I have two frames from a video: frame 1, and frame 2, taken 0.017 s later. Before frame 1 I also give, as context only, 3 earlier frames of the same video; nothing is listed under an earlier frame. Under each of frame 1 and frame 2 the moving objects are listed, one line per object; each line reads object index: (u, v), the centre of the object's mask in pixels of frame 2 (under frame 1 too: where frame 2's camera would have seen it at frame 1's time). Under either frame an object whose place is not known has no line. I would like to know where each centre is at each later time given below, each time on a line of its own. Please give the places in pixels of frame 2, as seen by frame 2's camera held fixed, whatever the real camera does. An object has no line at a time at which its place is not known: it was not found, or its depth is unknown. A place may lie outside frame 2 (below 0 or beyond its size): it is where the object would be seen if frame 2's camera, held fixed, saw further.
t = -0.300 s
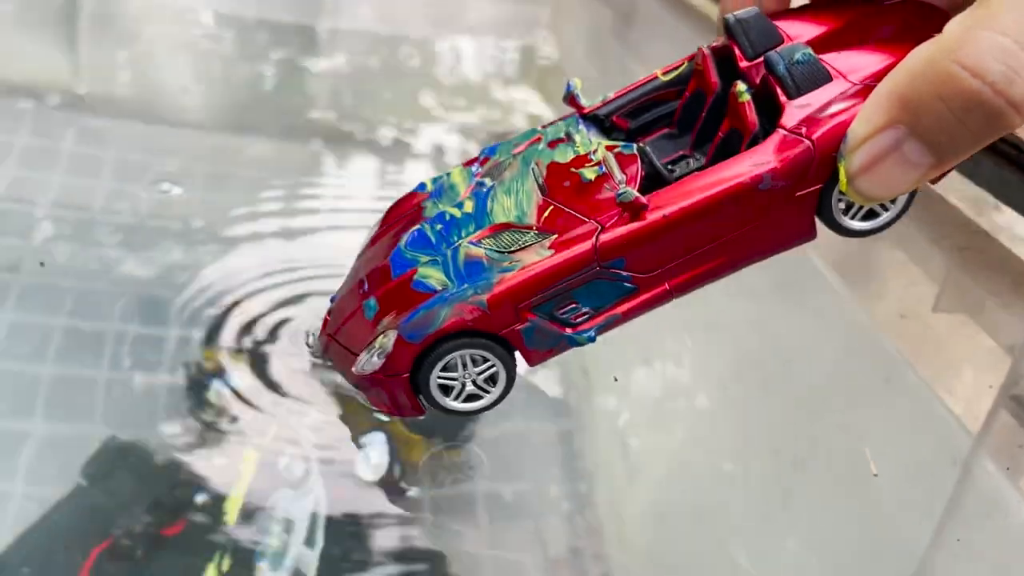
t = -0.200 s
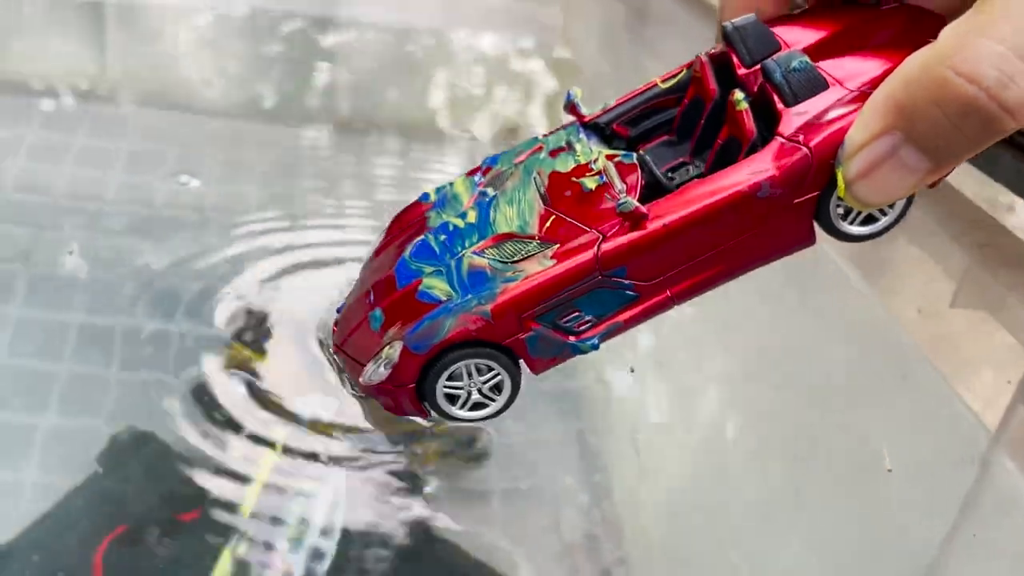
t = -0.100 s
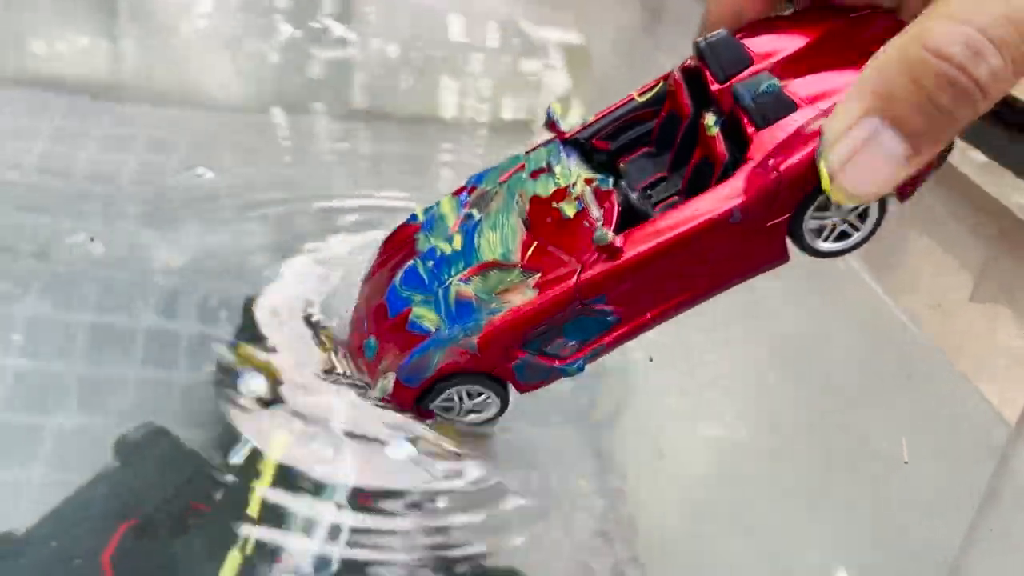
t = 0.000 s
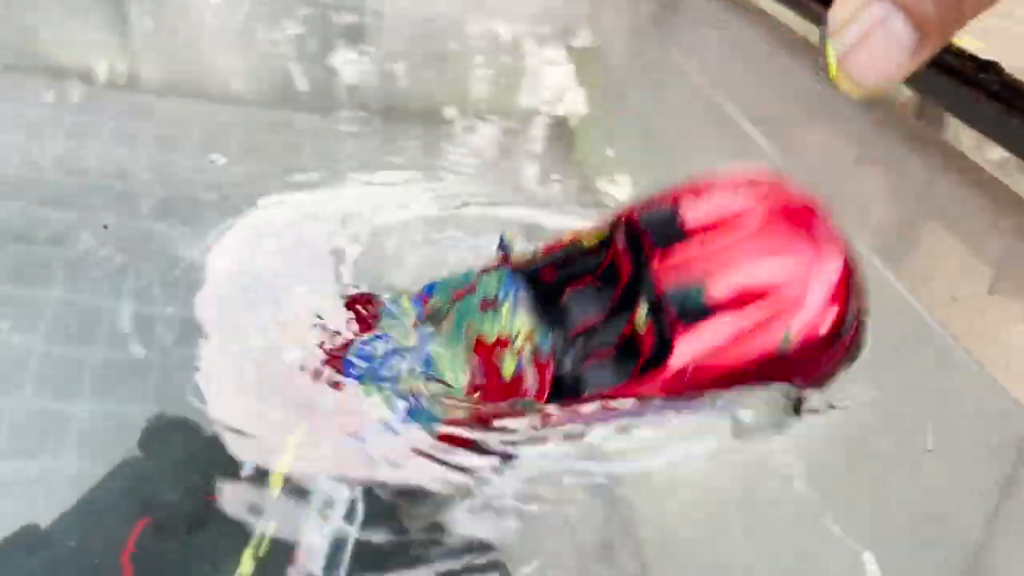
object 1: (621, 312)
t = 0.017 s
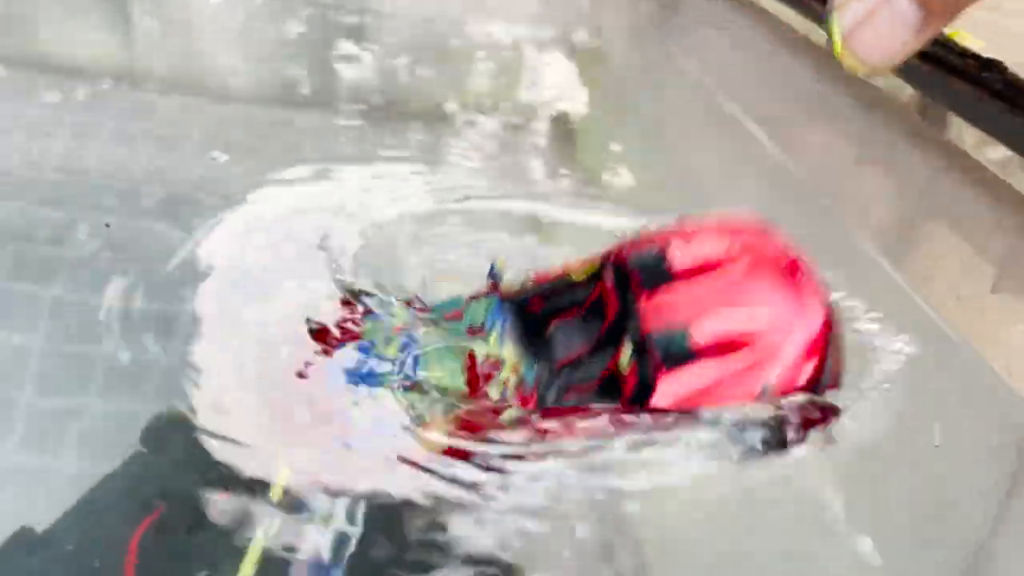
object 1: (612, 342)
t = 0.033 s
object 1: (585, 363)
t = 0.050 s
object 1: (552, 377)
